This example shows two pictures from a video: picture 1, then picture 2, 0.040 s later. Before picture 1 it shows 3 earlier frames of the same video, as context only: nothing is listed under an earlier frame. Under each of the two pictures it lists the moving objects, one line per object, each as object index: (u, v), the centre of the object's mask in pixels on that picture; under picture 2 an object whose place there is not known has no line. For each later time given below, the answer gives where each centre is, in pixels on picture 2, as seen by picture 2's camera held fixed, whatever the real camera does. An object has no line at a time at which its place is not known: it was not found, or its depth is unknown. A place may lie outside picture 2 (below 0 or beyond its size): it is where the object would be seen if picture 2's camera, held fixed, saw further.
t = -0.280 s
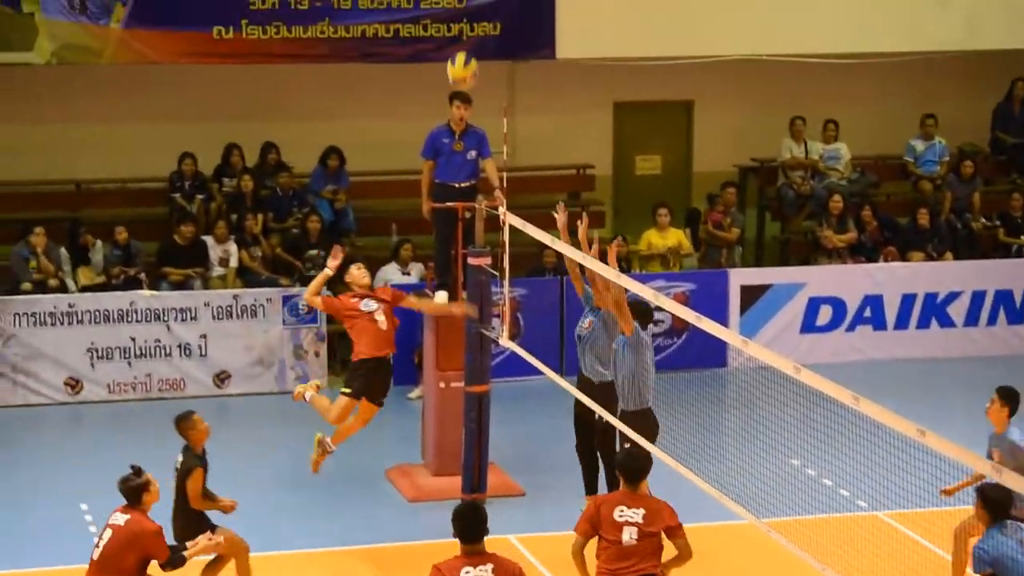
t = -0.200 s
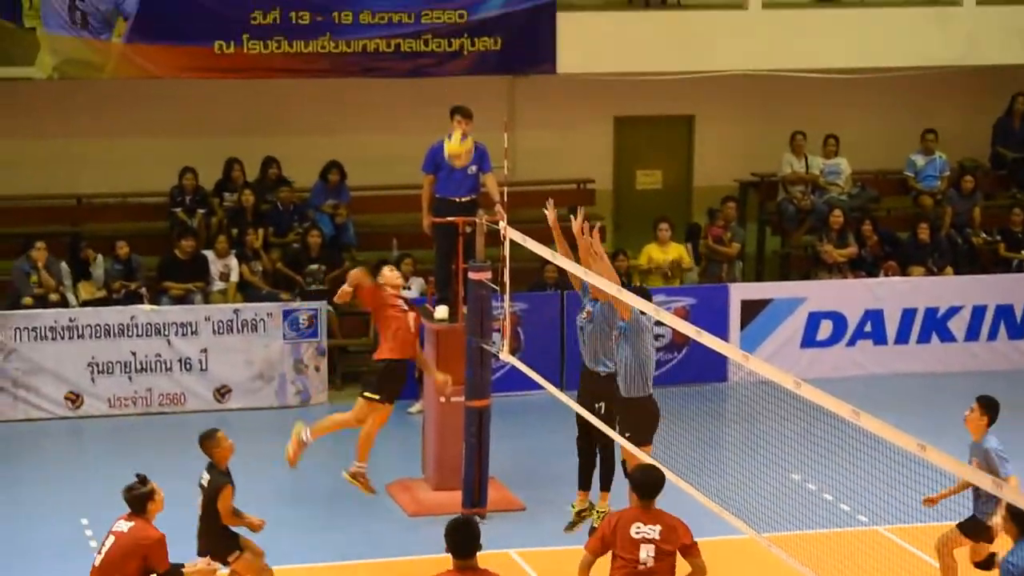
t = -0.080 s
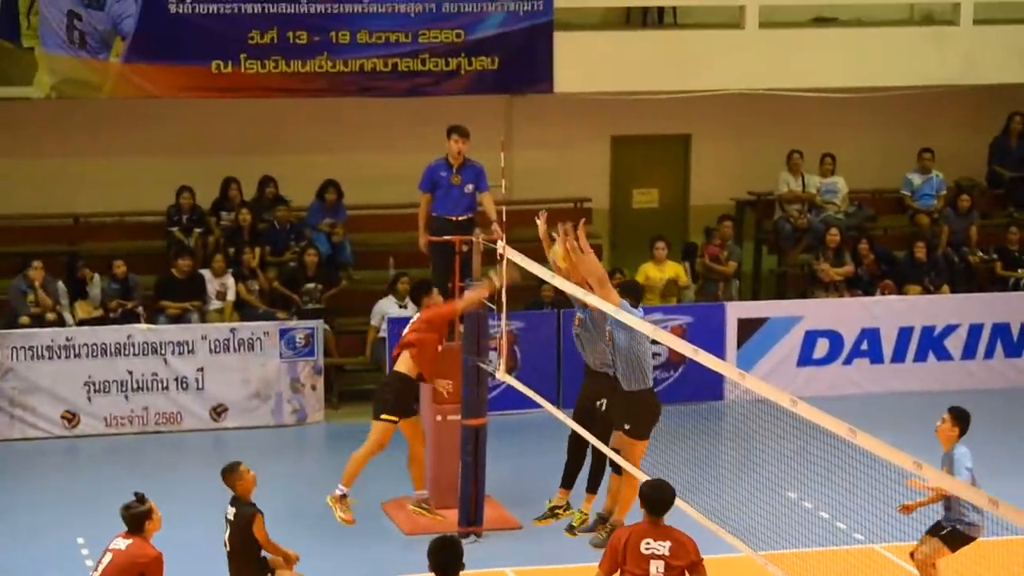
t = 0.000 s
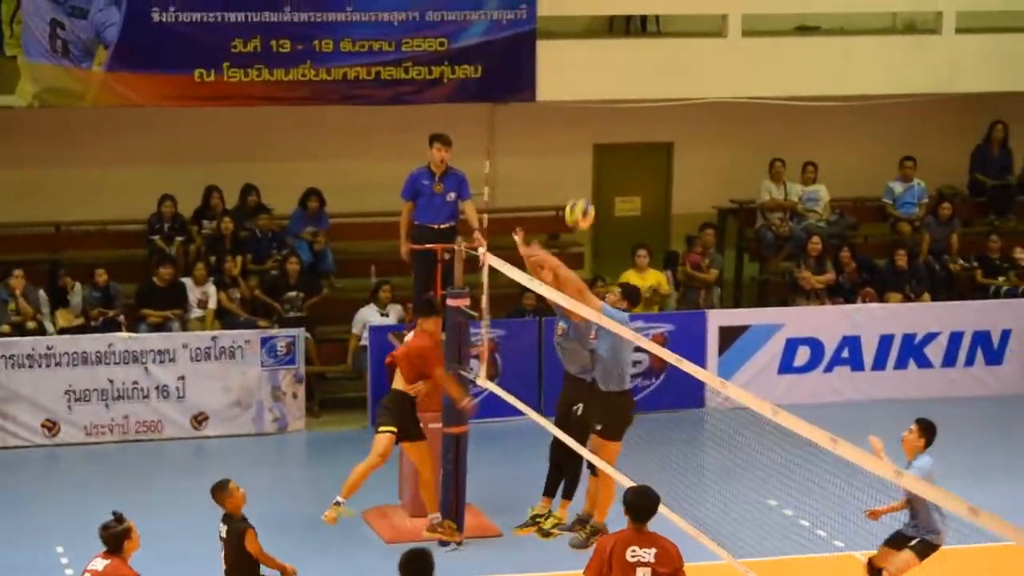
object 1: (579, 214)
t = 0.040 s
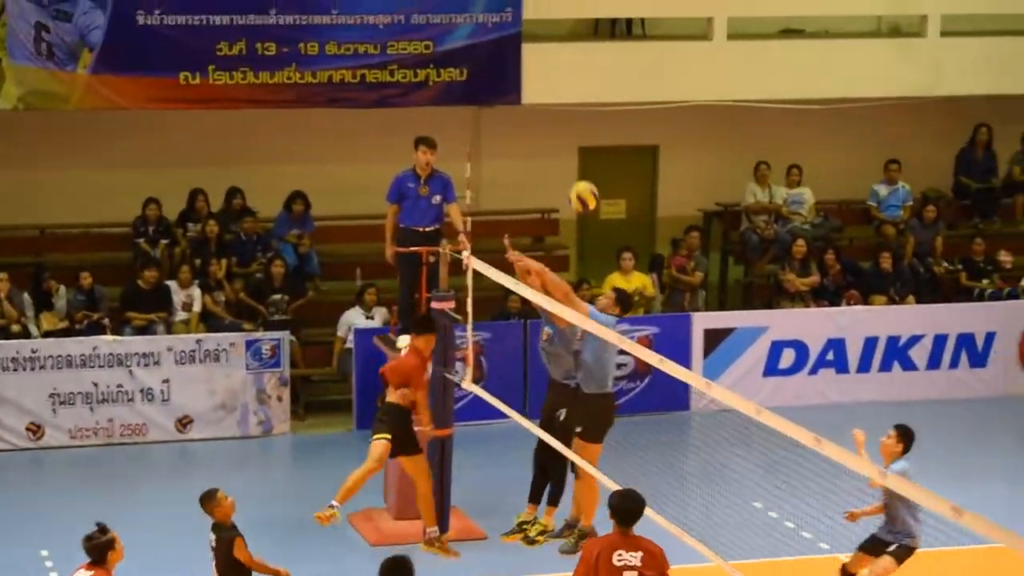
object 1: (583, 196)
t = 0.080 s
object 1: (597, 177)
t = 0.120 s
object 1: (620, 163)
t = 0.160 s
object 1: (638, 150)
